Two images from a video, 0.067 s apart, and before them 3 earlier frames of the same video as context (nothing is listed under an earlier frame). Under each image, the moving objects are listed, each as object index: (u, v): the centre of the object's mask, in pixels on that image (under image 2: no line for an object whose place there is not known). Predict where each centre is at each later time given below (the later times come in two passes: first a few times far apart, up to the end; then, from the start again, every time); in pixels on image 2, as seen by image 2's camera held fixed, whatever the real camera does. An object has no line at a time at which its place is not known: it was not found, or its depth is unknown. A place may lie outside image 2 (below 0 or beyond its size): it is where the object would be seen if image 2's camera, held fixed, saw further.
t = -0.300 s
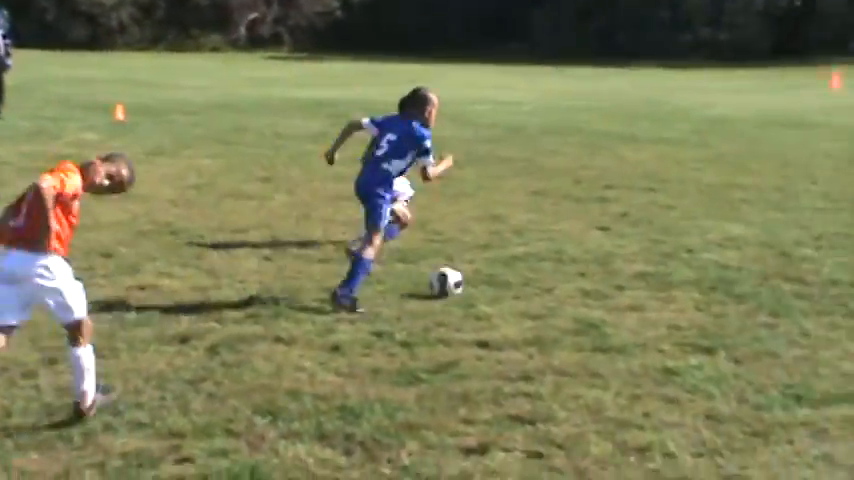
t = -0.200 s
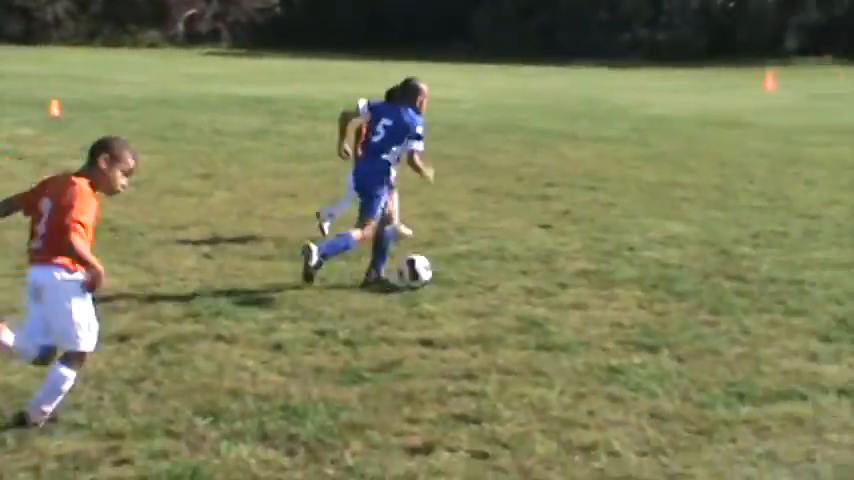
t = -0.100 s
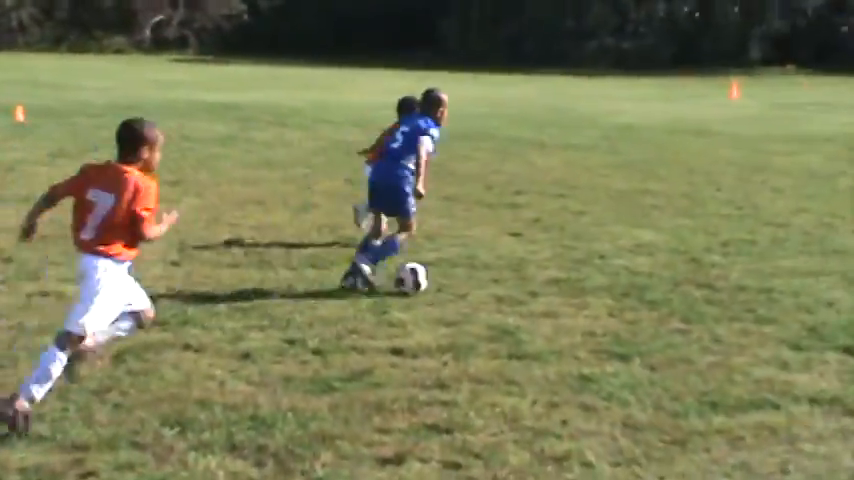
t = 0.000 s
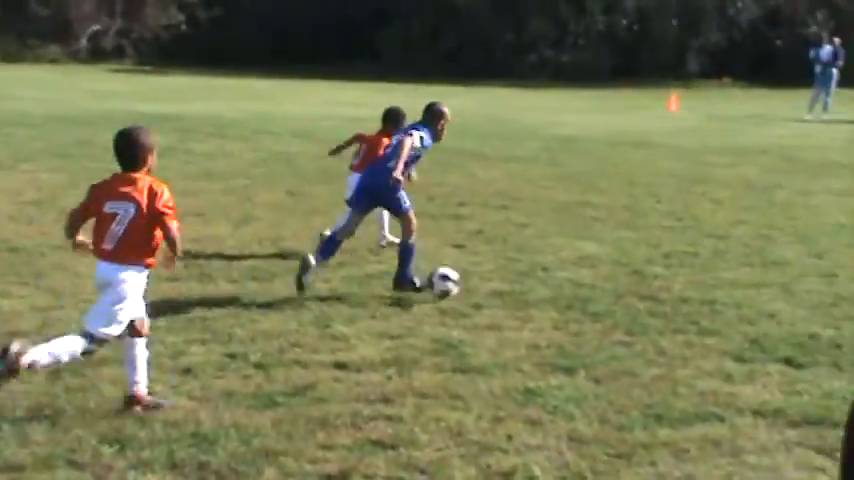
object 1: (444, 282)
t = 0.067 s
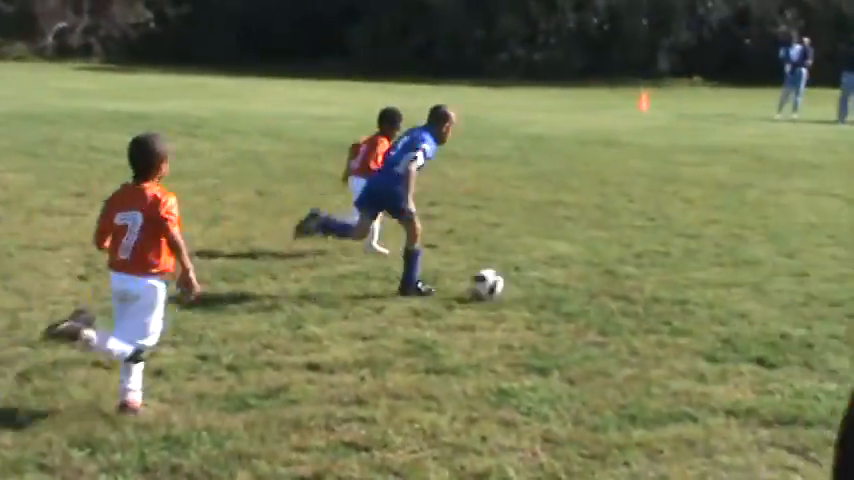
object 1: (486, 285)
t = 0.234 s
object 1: (623, 268)
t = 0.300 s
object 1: (671, 272)
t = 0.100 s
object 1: (518, 278)
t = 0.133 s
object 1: (545, 276)
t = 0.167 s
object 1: (572, 272)
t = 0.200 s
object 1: (598, 269)
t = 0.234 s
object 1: (623, 268)
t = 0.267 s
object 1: (647, 269)
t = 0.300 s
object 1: (671, 272)
